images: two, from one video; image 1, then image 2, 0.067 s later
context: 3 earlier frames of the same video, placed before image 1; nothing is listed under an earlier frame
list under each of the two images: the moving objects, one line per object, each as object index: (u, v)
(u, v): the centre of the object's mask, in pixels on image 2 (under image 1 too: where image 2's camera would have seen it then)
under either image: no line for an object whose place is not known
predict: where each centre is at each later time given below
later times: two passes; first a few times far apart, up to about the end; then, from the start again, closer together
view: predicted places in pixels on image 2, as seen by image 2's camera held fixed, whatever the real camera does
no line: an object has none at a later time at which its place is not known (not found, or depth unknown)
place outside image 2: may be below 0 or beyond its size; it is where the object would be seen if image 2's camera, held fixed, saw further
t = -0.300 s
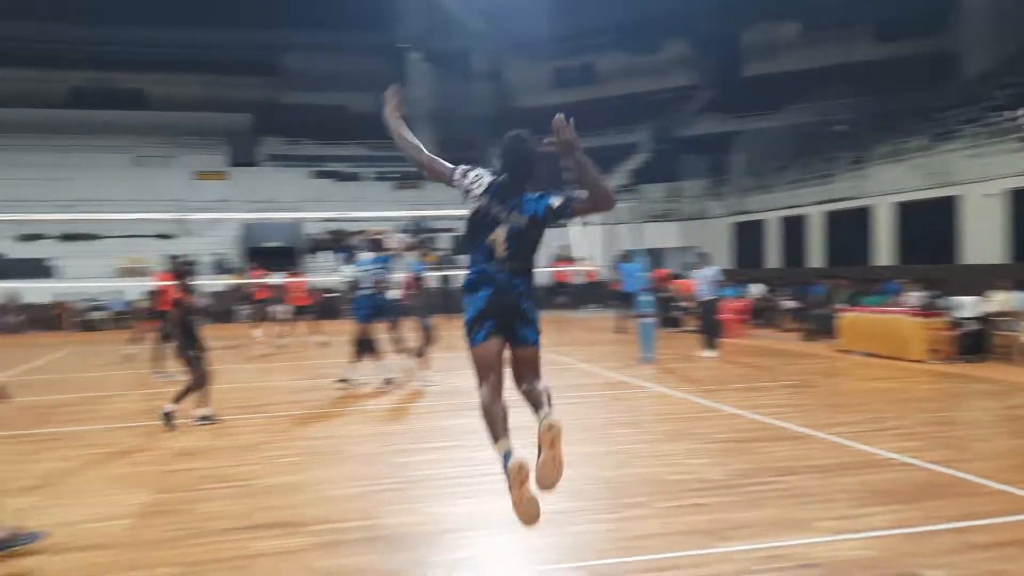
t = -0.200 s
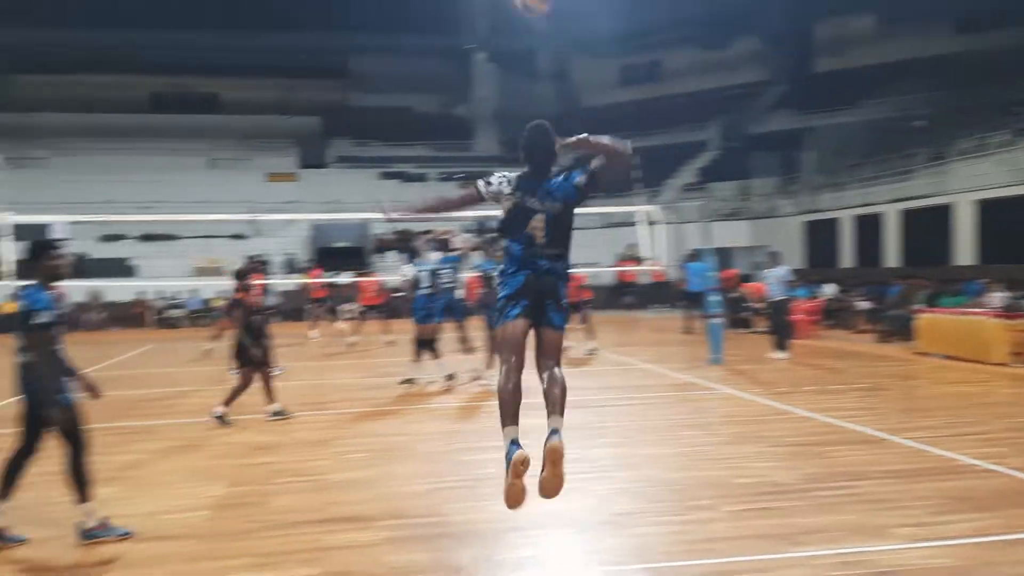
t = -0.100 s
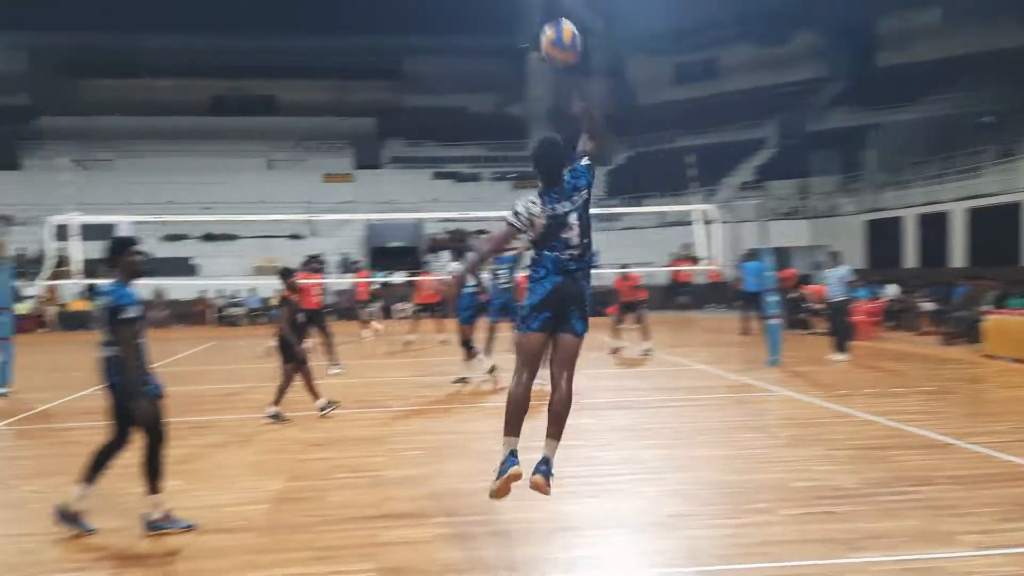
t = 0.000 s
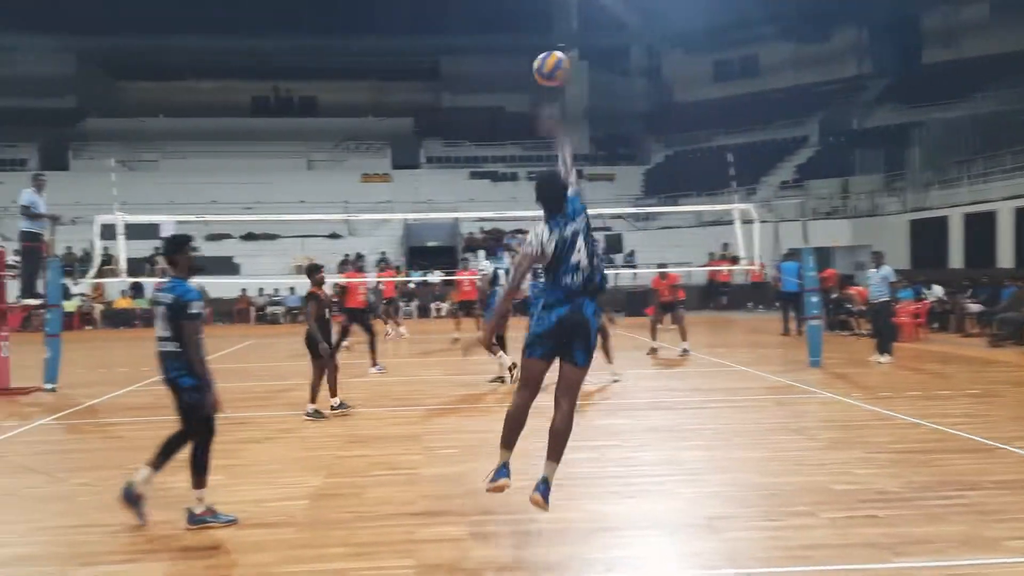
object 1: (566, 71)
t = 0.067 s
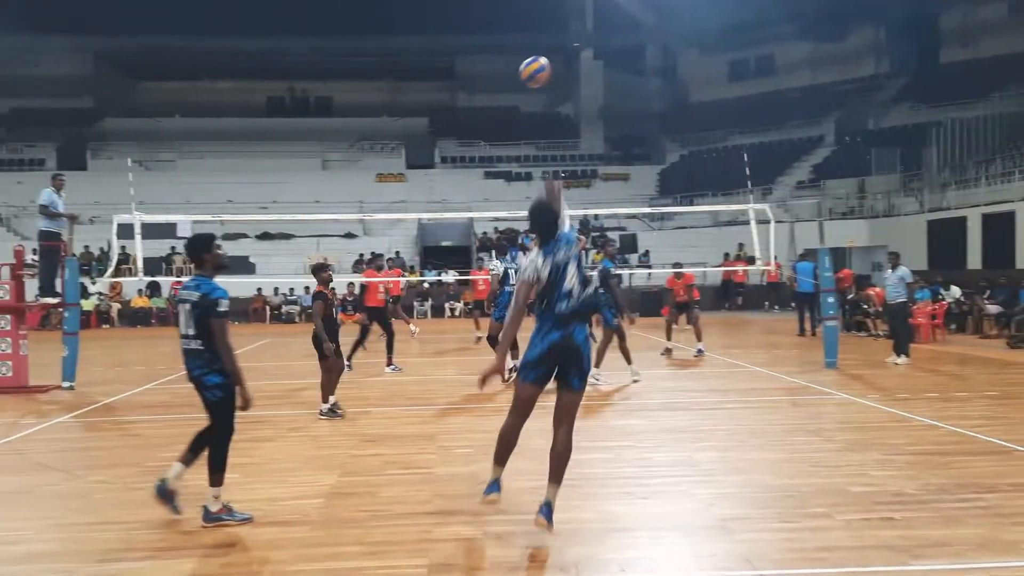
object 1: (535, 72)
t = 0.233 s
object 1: (485, 94)
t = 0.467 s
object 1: (447, 148)
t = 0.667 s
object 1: (430, 203)
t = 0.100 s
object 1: (523, 75)
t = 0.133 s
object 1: (511, 78)
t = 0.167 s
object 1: (501, 82)
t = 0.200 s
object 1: (493, 88)
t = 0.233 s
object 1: (485, 94)
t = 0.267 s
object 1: (478, 101)
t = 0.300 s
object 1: (471, 108)
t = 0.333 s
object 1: (466, 115)
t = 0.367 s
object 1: (460, 124)
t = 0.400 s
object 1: (455, 132)
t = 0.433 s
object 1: (450, 140)
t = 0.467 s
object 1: (447, 148)
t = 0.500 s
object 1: (442, 157)
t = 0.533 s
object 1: (439, 166)
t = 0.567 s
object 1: (436, 175)
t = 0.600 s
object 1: (434, 184)
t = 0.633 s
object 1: (431, 194)
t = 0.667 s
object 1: (430, 203)
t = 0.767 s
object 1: (423, 229)
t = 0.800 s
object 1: (422, 239)
